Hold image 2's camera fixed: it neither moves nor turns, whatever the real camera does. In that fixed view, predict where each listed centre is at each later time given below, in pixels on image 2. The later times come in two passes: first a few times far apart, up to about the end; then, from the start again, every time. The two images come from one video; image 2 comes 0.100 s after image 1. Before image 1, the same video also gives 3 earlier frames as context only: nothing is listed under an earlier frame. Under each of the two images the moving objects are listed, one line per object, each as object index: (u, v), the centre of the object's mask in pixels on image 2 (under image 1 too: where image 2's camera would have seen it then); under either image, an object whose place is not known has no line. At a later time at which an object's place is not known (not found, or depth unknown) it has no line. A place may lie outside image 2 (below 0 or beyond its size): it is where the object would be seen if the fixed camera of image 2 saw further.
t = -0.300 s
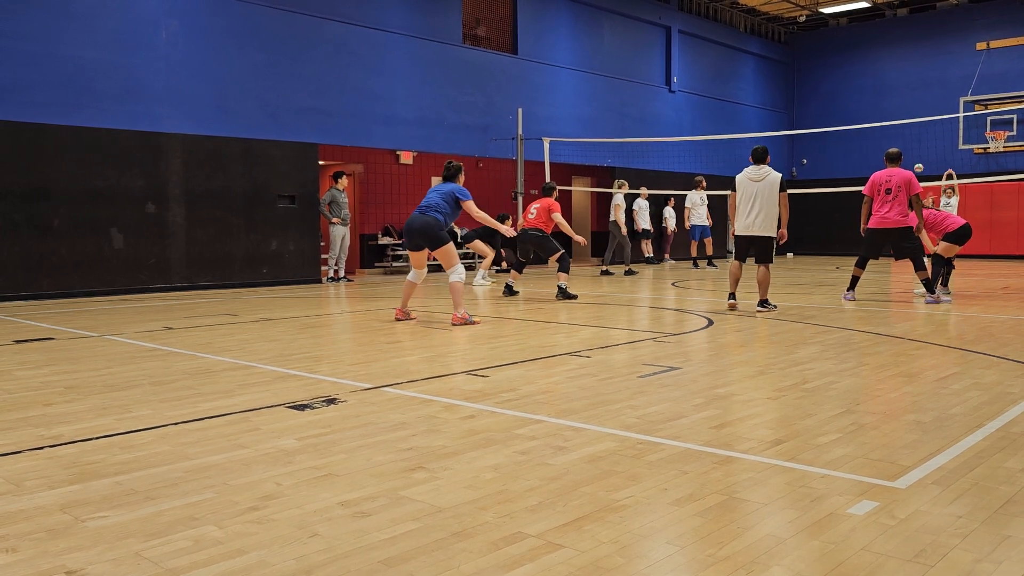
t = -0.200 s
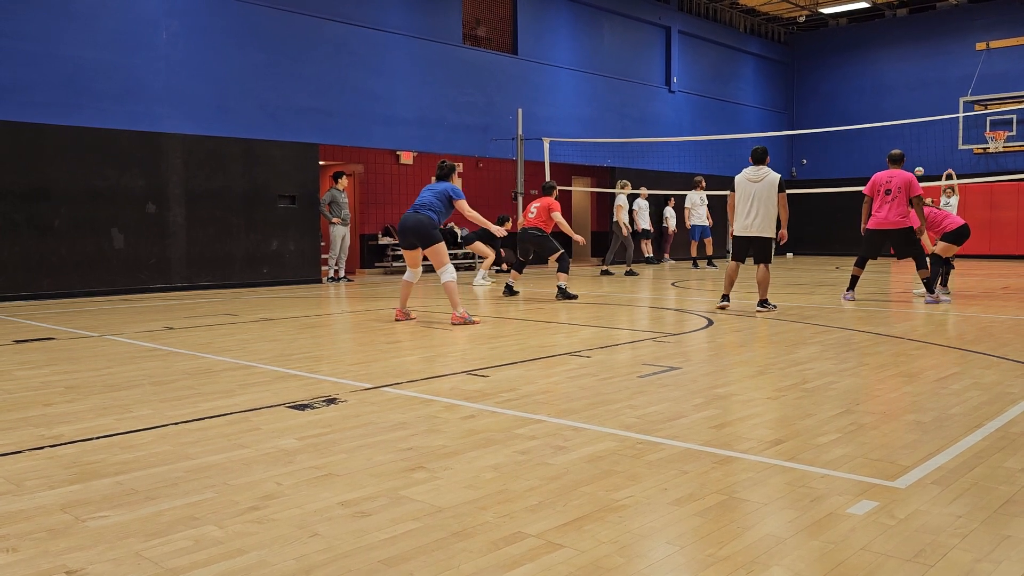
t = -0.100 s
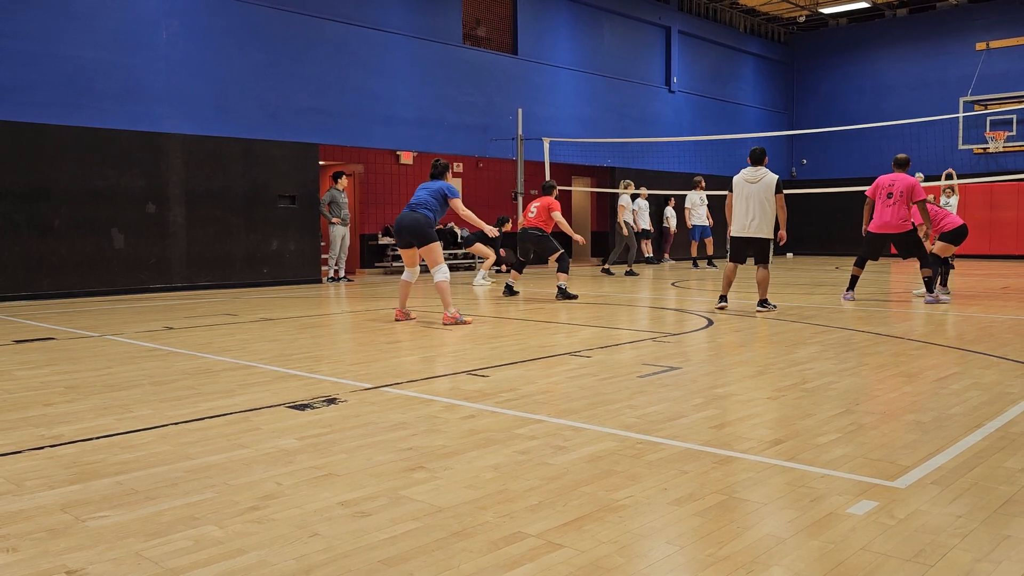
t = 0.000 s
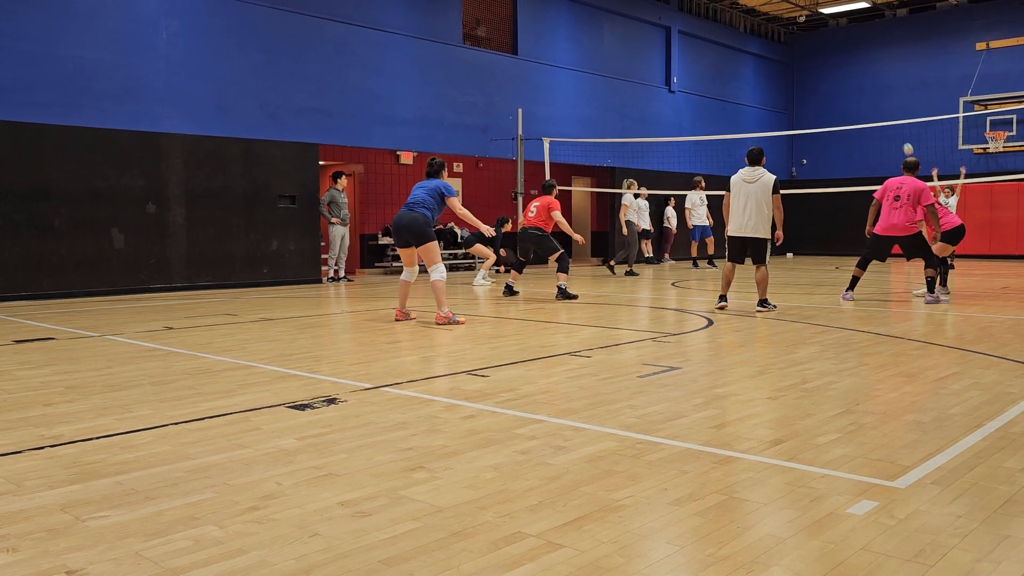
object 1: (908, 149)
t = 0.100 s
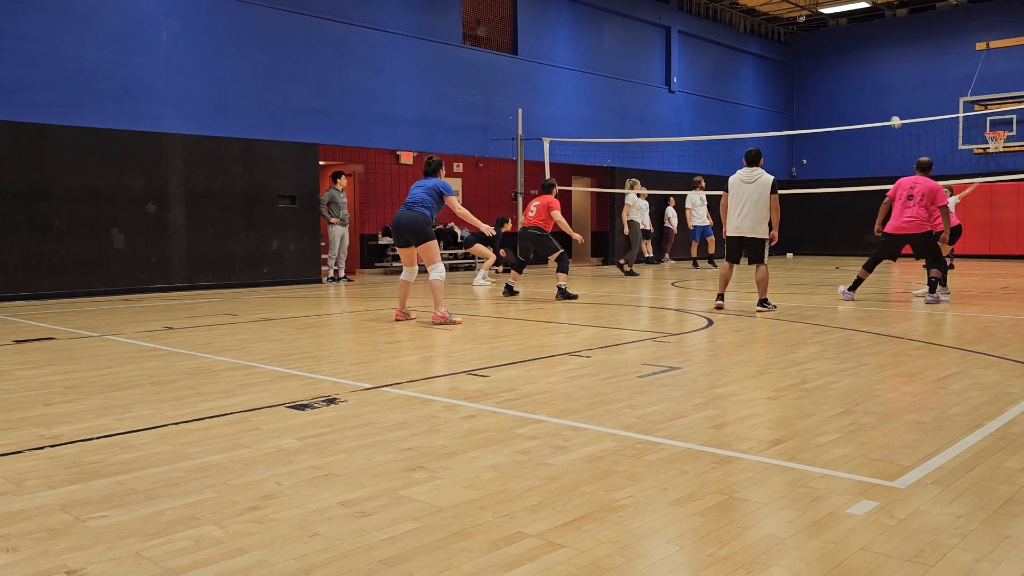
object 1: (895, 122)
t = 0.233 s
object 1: (877, 90)
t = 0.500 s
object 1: (826, 43)
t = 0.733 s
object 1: (765, 24)
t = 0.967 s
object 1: (687, 41)
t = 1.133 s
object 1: (611, 85)
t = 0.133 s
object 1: (891, 114)
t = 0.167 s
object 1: (887, 106)
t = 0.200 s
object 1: (882, 98)
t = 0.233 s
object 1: (877, 90)
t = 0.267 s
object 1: (871, 83)
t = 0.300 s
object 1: (866, 77)
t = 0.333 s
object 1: (860, 70)
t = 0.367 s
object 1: (853, 64)
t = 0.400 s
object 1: (847, 58)
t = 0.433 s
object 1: (840, 53)
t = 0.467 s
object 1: (833, 48)
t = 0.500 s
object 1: (826, 43)
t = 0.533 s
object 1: (818, 39)
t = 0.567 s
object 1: (810, 35)
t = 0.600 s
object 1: (801, 32)
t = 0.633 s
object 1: (793, 29)
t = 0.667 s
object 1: (784, 27)
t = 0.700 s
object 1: (775, 25)
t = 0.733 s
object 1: (765, 24)
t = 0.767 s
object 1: (755, 24)
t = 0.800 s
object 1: (745, 25)
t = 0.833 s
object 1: (735, 26)
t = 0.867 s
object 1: (723, 28)
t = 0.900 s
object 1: (712, 31)
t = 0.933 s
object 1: (700, 36)
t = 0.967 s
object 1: (687, 41)
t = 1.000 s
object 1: (673, 47)
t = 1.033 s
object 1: (658, 55)
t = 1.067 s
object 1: (643, 64)
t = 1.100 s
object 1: (628, 74)
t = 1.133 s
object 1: (611, 85)
